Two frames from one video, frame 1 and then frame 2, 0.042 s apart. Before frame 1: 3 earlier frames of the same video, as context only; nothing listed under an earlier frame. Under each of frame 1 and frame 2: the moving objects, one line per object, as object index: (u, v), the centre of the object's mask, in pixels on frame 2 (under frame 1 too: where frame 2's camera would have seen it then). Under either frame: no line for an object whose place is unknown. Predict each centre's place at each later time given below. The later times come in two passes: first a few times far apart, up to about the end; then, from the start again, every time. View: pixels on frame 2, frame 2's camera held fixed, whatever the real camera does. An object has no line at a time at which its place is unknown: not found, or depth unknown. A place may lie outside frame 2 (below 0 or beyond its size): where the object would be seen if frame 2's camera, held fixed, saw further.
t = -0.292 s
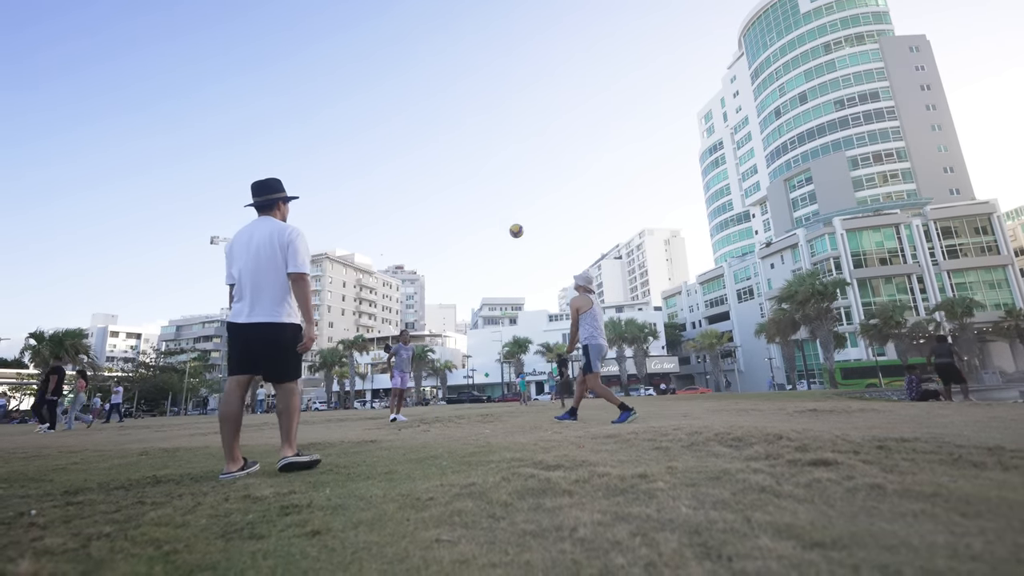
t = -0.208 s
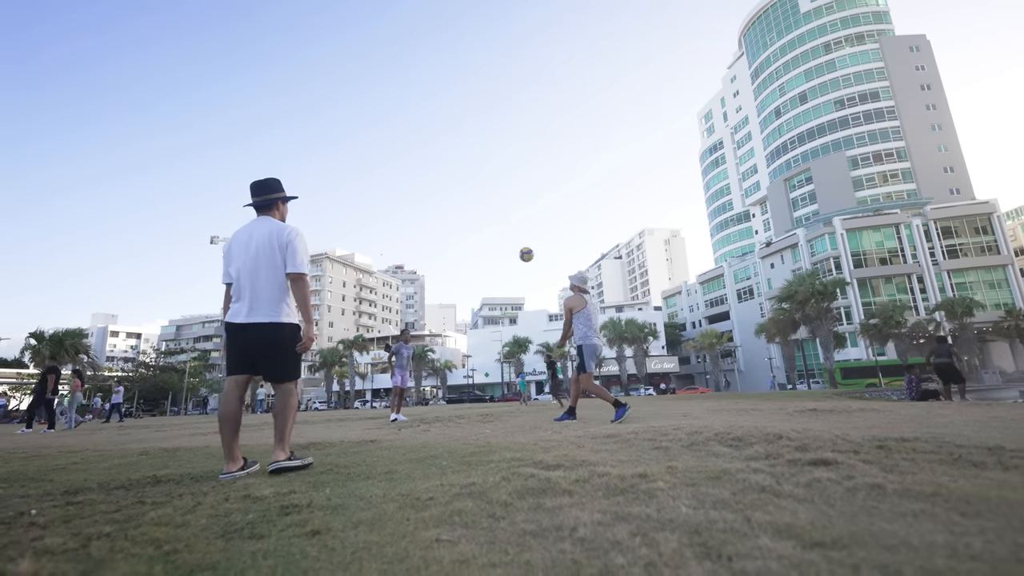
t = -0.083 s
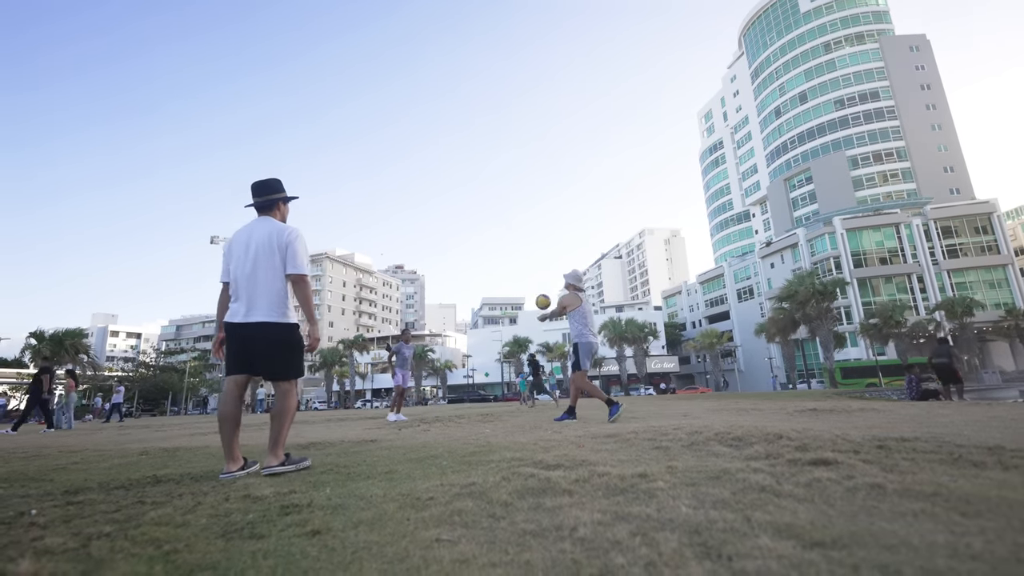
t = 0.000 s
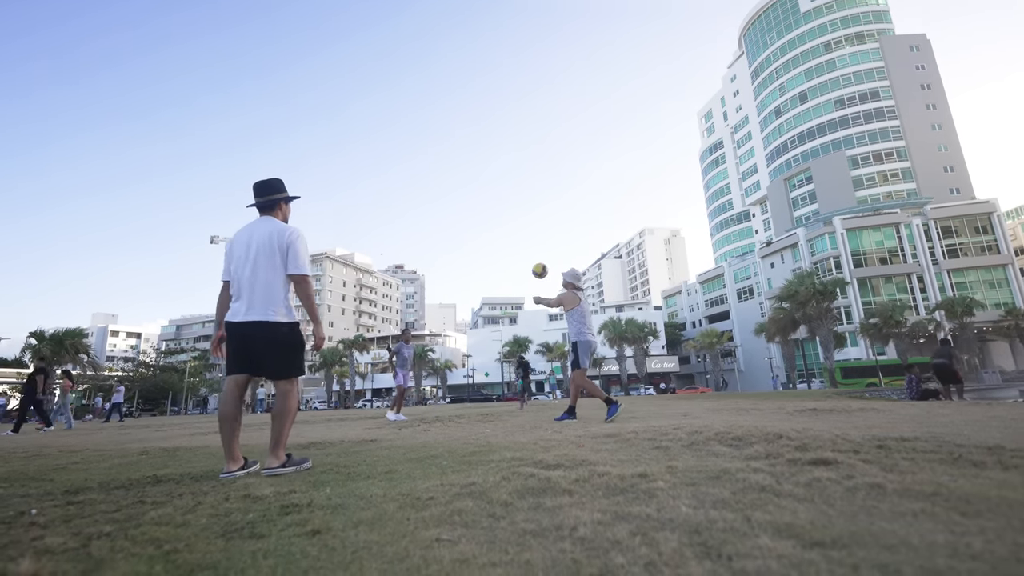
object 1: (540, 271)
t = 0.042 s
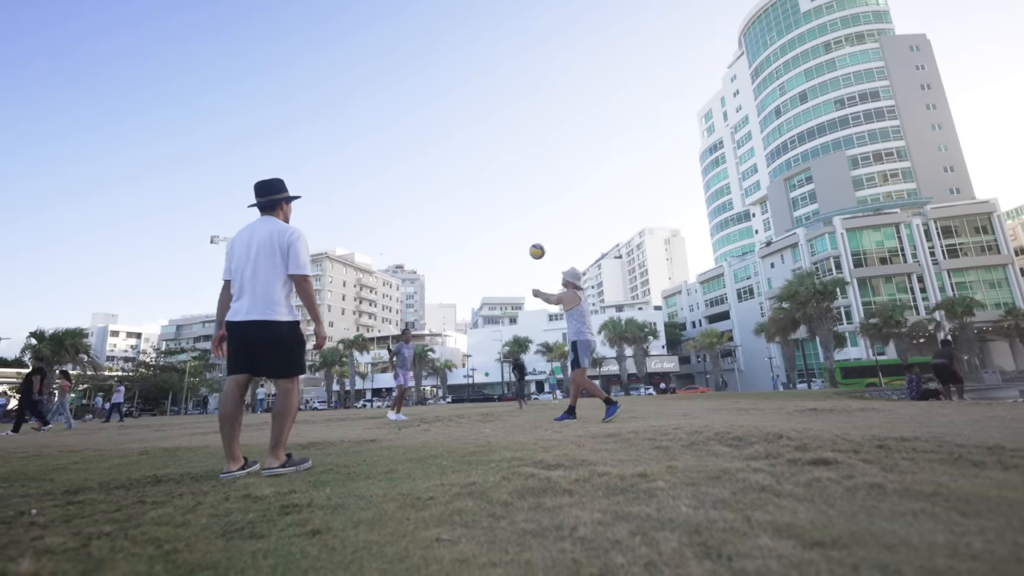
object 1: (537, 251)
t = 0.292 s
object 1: (522, 150)
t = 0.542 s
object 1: (508, 78)
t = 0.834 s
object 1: (491, 44)
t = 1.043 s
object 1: (475, 86)
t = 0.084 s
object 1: (534, 232)
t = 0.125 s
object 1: (532, 214)
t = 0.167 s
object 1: (529, 197)
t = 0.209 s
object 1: (527, 181)
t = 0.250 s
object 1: (524, 165)
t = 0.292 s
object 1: (522, 150)
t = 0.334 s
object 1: (520, 136)
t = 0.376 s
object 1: (517, 123)
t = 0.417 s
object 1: (515, 110)
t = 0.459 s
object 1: (513, 98)
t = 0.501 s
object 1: (510, 88)
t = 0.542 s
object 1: (508, 78)
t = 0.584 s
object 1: (505, 69)
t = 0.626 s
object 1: (503, 61)
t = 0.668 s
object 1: (501, 55)
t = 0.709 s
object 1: (498, 50)
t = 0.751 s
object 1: (496, 46)
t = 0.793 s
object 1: (493, 44)
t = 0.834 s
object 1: (491, 44)
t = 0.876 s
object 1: (488, 46)
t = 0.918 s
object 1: (485, 51)
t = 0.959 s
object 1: (482, 59)
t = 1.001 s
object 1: (479, 70)
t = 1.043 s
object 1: (475, 86)
